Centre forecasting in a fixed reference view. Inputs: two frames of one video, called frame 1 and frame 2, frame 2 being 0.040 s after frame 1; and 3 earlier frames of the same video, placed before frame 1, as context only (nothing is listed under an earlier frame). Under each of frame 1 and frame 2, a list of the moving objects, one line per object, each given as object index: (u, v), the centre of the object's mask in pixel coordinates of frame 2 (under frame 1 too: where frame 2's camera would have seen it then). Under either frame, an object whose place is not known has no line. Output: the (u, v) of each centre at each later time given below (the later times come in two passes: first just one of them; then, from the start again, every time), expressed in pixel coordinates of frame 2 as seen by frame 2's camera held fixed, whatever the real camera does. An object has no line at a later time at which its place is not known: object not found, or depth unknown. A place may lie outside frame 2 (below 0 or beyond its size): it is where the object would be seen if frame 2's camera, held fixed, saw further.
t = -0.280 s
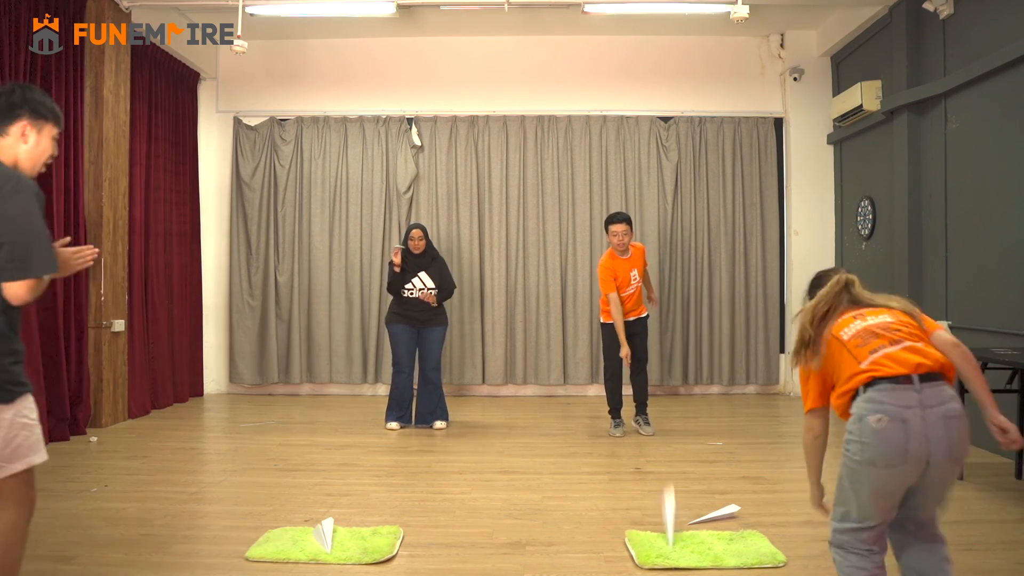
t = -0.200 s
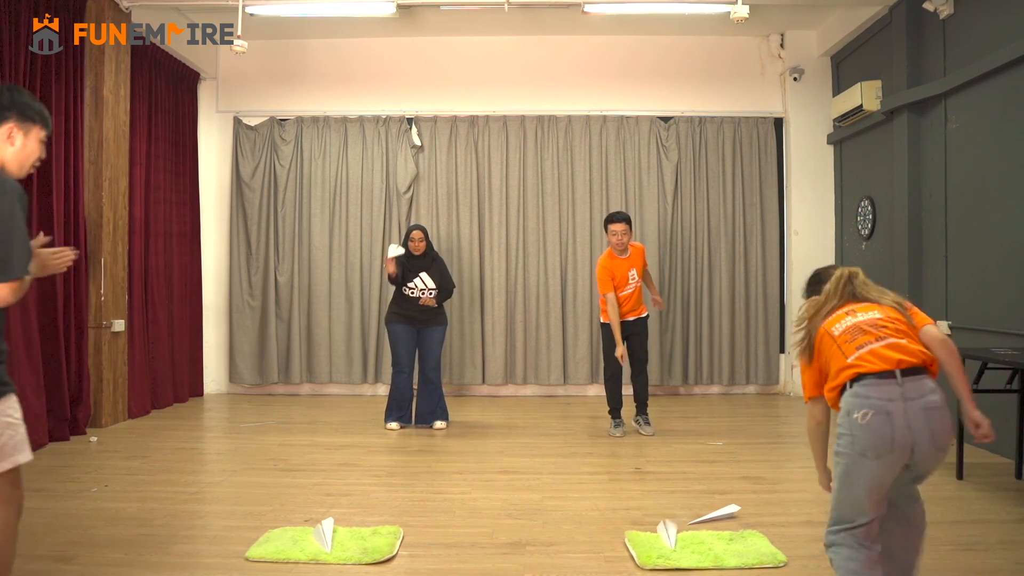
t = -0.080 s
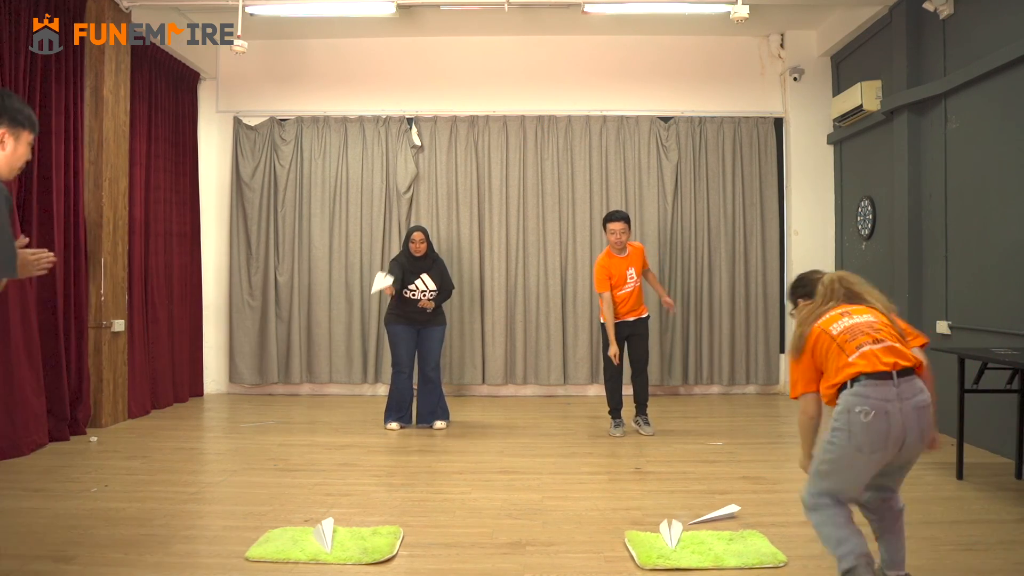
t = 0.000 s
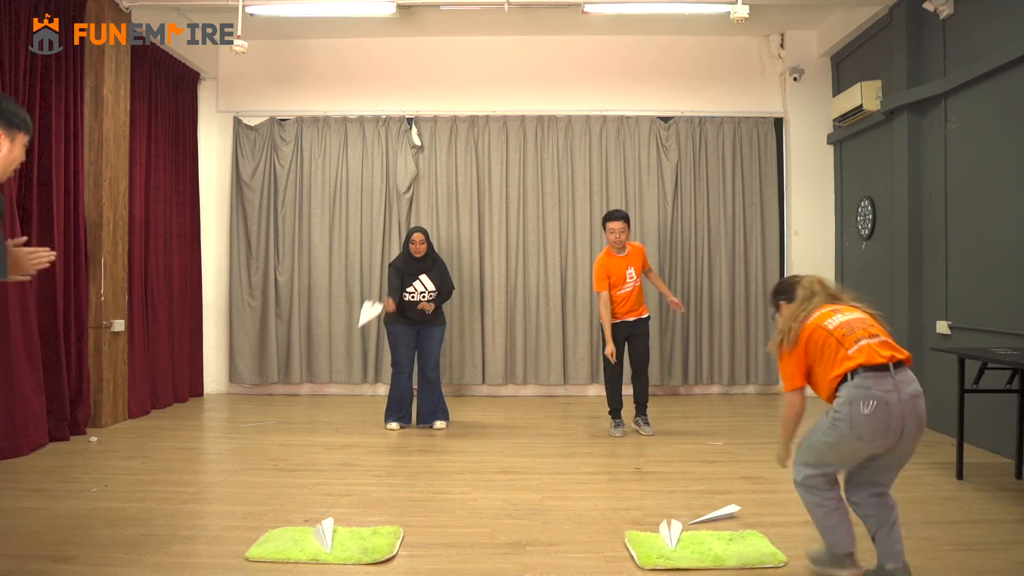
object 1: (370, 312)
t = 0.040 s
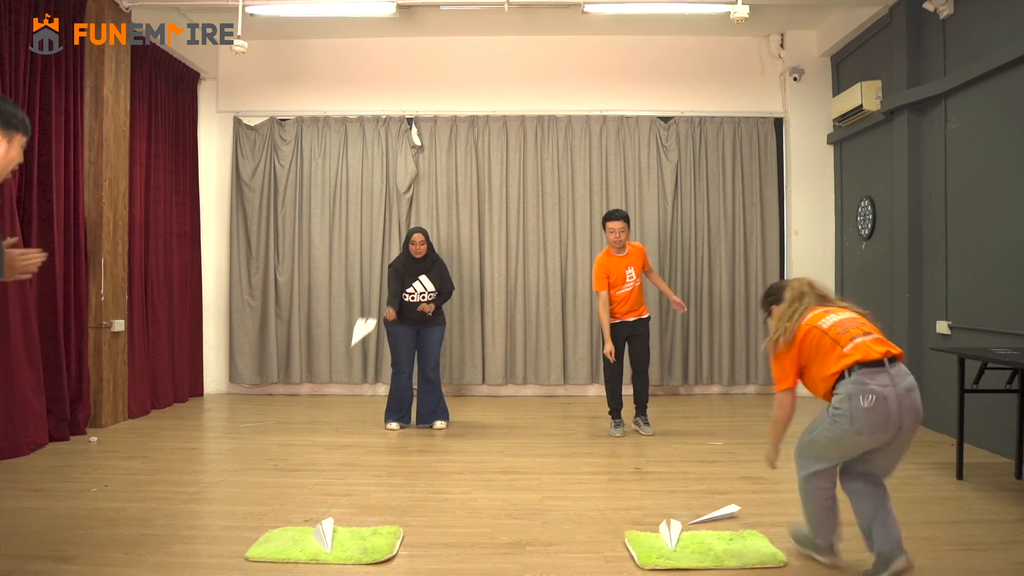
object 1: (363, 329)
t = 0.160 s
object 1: (335, 389)
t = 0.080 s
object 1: (355, 348)
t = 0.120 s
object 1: (346, 368)
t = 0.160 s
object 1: (335, 389)
